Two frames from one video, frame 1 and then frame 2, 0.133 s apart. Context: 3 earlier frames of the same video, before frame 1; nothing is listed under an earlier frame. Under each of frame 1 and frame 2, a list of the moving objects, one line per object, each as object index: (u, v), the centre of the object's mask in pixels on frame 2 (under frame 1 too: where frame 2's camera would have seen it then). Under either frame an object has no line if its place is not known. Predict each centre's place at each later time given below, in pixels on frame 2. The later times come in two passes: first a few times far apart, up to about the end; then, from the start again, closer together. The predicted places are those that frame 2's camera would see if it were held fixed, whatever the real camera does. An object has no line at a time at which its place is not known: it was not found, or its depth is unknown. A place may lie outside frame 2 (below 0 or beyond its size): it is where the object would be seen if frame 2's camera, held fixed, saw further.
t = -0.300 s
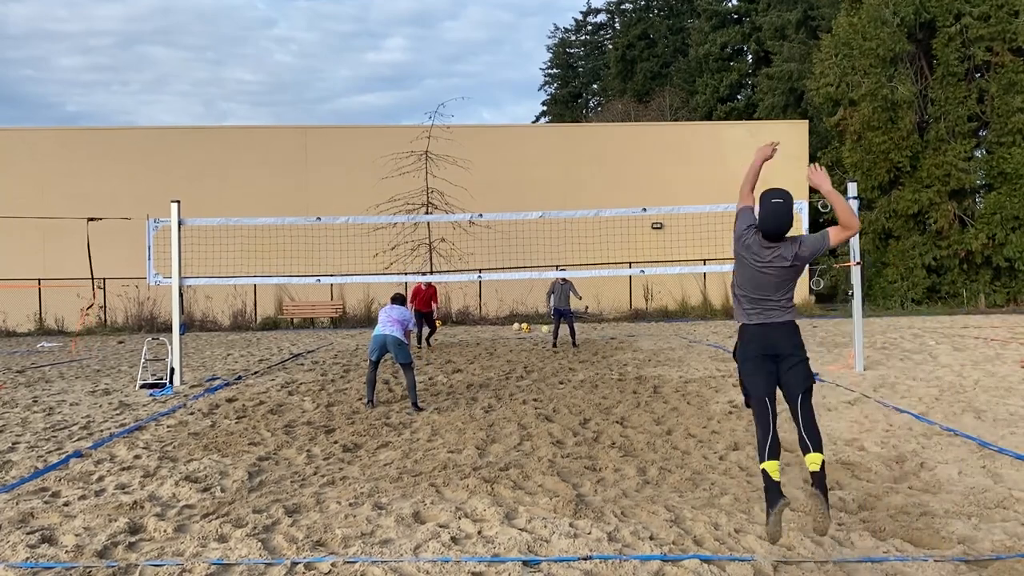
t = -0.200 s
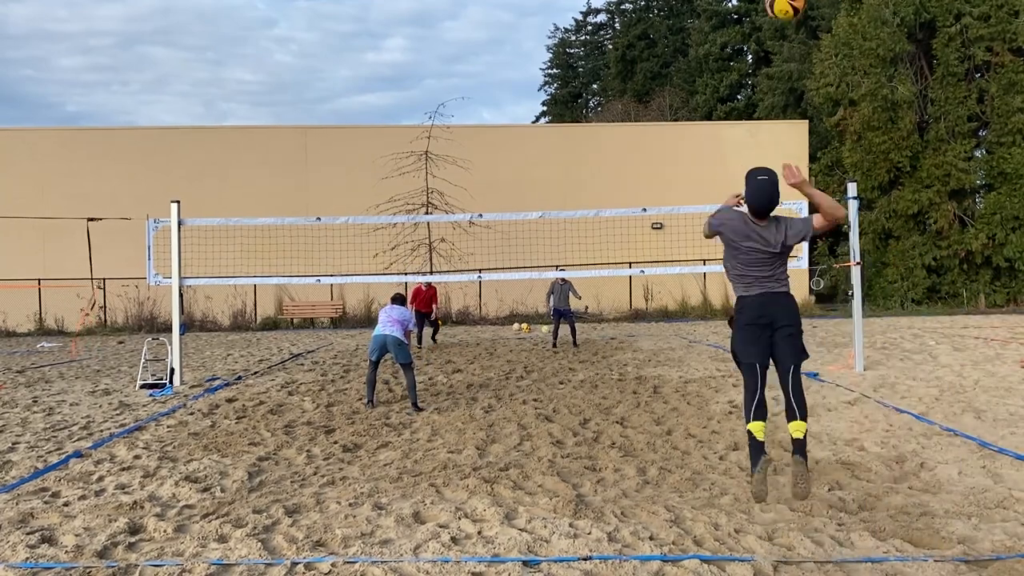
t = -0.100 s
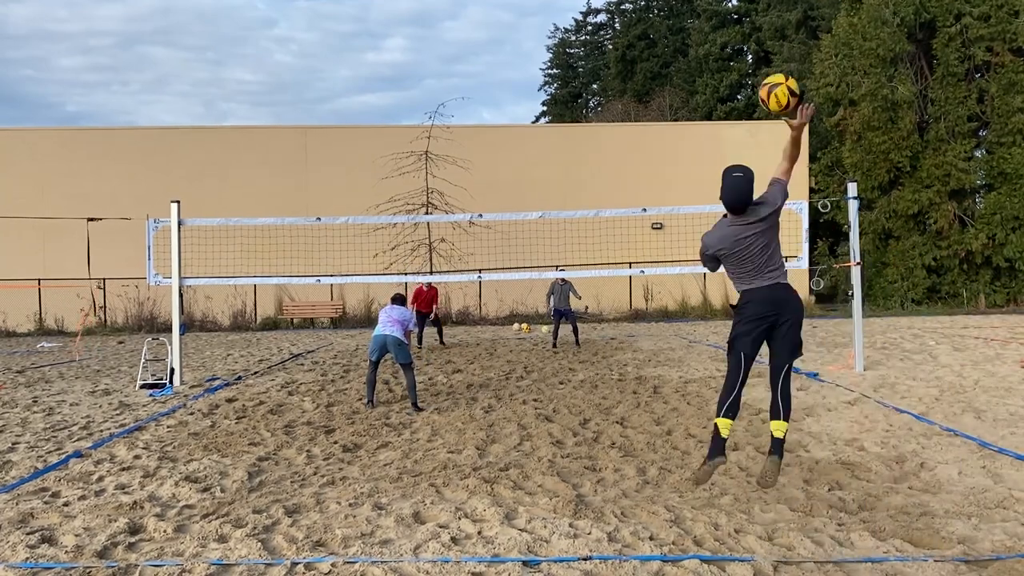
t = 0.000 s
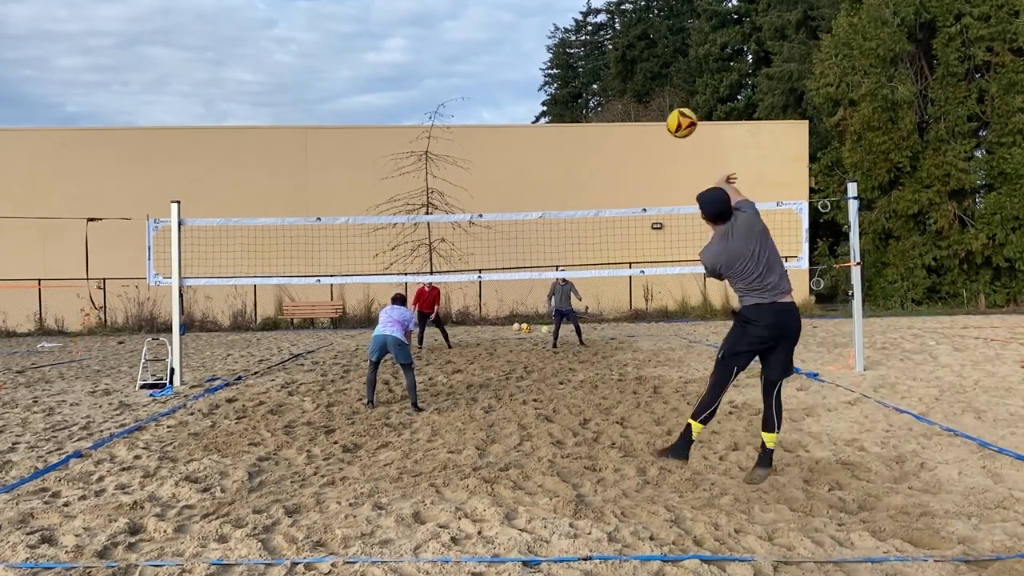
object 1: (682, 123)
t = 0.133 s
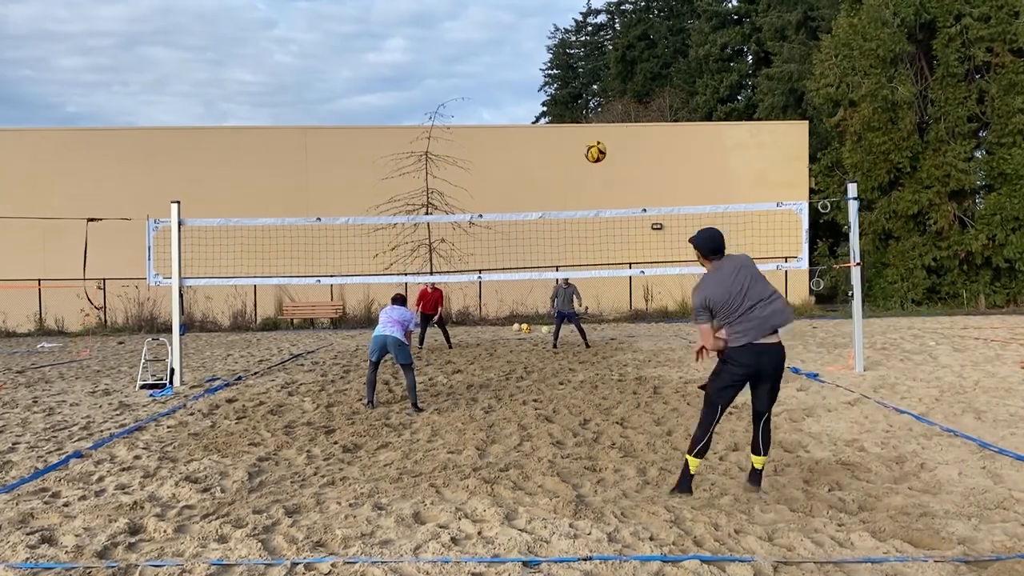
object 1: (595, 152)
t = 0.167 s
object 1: (581, 160)
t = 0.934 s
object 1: (508, 330)
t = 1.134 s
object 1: (510, 383)
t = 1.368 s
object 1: (514, 390)
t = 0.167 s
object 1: (581, 160)
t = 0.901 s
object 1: (508, 320)
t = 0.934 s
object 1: (508, 330)
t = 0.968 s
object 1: (508, 341)
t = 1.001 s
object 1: (509, 353)
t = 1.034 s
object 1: (509, 366)
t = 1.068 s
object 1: (509, 380)
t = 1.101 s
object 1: (510, 384)
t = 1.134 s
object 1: (510, 383)
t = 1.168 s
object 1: (510, 382)
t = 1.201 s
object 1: (511, 382)
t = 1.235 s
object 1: (511, 382)
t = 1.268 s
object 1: (512, 383)
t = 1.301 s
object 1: (513, 385)
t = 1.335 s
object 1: (513, 388)
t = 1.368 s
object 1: (514, 390)
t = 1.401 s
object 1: (513, 391)
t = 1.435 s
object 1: (513, 390)
